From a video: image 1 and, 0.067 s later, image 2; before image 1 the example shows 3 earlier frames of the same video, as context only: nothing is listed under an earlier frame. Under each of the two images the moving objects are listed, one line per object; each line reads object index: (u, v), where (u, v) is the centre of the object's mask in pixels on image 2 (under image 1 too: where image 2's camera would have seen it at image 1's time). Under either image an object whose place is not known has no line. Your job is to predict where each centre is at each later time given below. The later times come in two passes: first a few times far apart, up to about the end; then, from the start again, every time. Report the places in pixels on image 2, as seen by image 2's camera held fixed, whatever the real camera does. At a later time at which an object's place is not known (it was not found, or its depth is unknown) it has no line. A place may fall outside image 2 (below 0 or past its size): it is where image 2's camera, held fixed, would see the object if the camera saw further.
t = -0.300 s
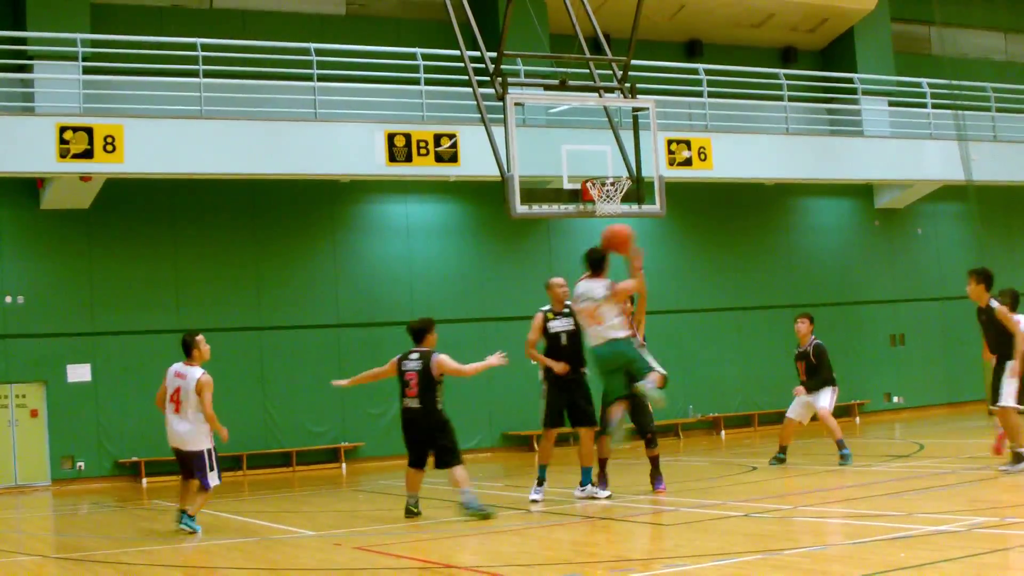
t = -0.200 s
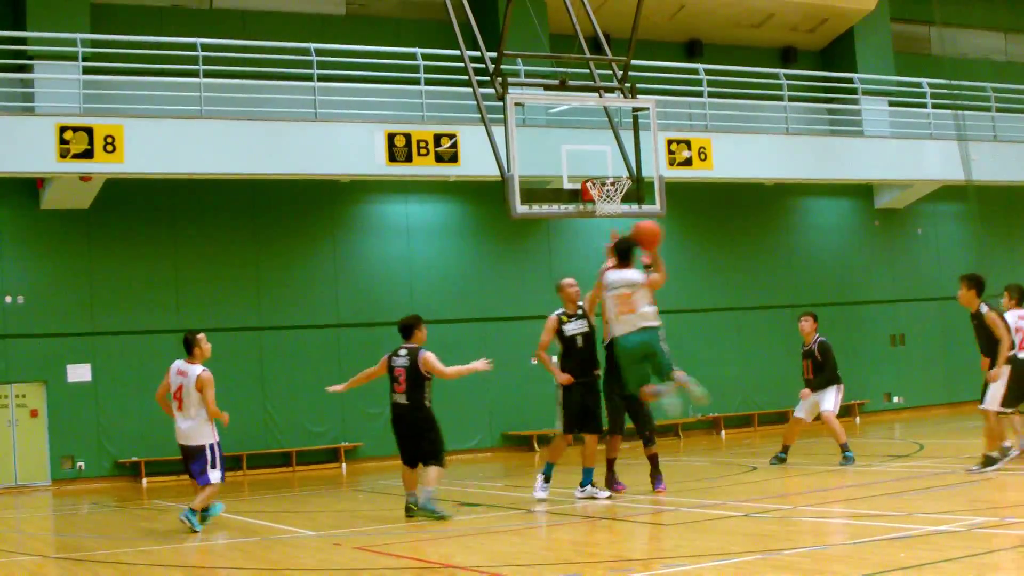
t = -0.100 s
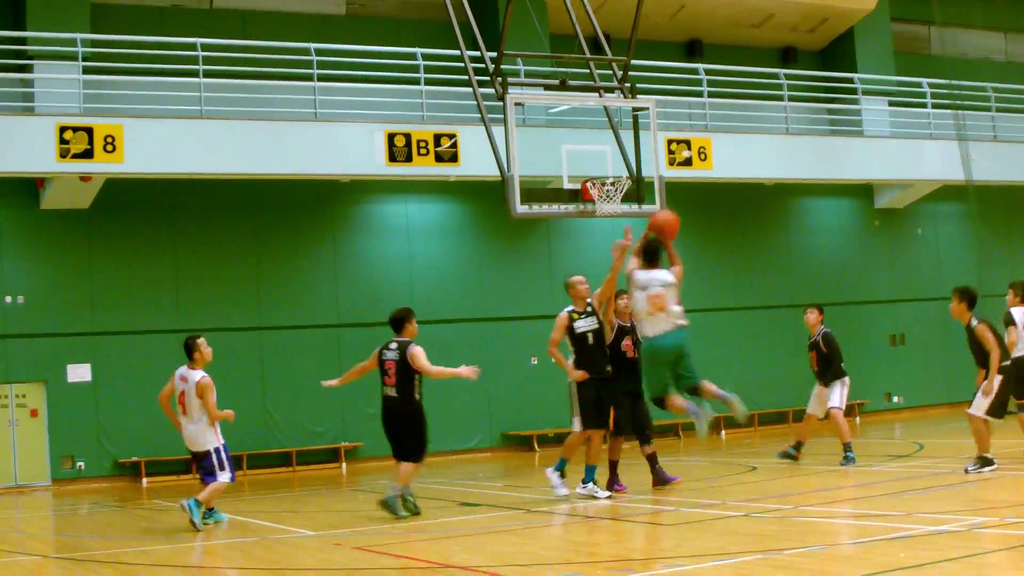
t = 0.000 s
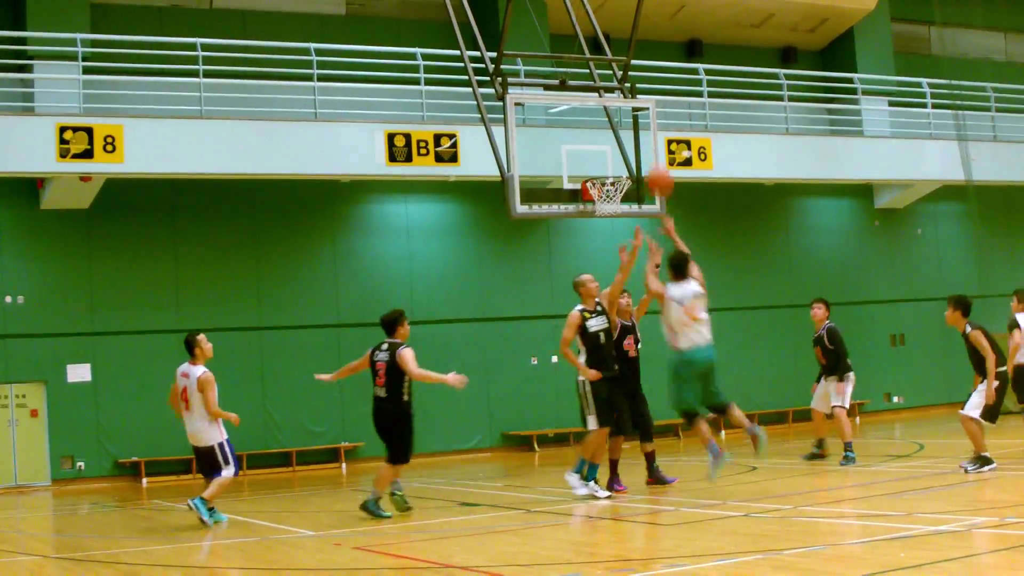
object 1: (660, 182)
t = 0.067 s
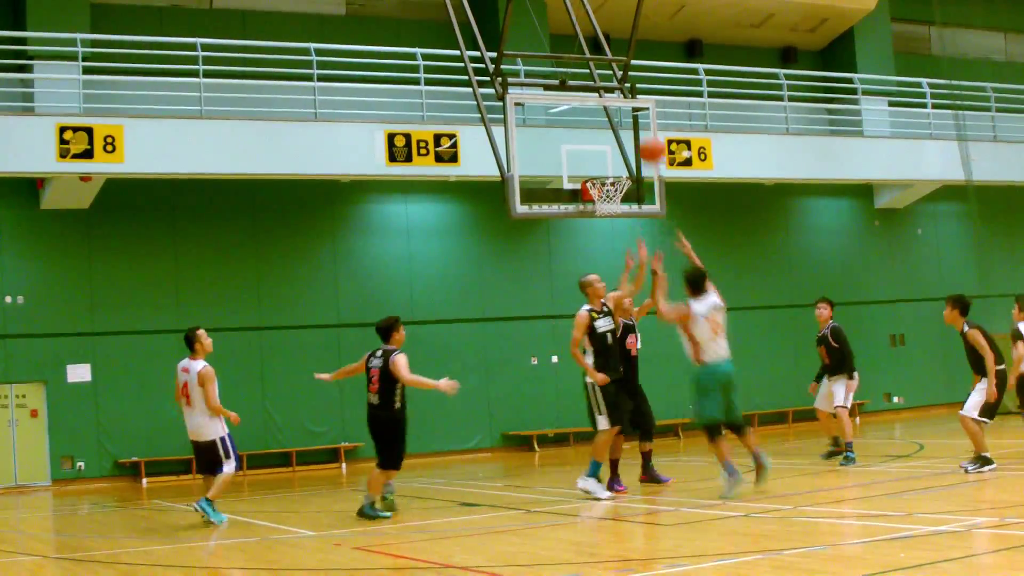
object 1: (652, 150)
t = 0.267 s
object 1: (634, 92)
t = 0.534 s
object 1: (618, 83)
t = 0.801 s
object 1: (606, 145)
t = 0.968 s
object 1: (603, 208)
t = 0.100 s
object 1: (648, 138)
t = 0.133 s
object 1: (645, 124)
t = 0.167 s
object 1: (643, 117)
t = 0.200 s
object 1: (639, 106)
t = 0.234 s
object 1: (636, 99)
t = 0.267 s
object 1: (634, 92)
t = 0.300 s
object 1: (631, 87)
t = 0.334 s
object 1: (629, 84)
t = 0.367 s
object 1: (627, 82)
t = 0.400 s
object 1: (625, 80)
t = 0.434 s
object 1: (623, 80)
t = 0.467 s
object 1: (621, 80)
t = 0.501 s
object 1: (619, 81)
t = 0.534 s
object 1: (618, 83)
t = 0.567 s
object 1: (616, 87)
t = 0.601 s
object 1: (614, 92)
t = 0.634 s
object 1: (612, 99)
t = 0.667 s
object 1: (611, 106)
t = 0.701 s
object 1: (609, 115)
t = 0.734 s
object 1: (608, 122)
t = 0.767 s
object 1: (607, 133)
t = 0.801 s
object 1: (606, 145)
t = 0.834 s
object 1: (604, 157)
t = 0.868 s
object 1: (604, 170)
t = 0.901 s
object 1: (603, 184)
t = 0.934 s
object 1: (603, 195)
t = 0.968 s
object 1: (603, 208)
